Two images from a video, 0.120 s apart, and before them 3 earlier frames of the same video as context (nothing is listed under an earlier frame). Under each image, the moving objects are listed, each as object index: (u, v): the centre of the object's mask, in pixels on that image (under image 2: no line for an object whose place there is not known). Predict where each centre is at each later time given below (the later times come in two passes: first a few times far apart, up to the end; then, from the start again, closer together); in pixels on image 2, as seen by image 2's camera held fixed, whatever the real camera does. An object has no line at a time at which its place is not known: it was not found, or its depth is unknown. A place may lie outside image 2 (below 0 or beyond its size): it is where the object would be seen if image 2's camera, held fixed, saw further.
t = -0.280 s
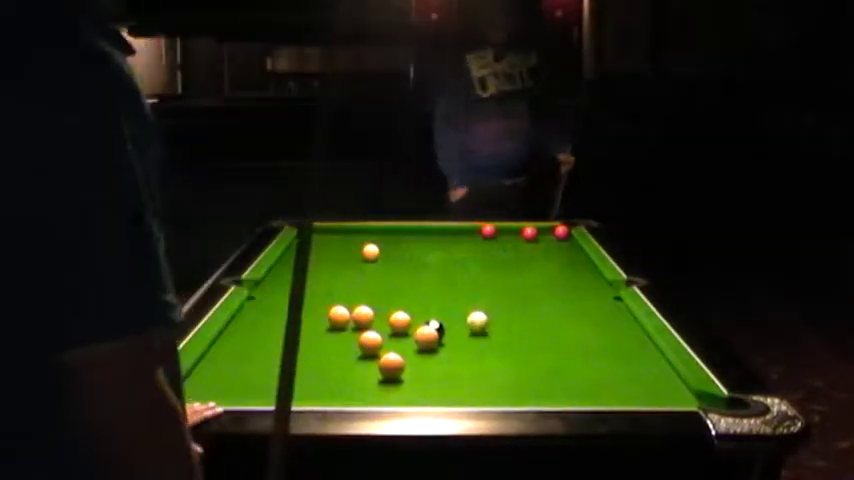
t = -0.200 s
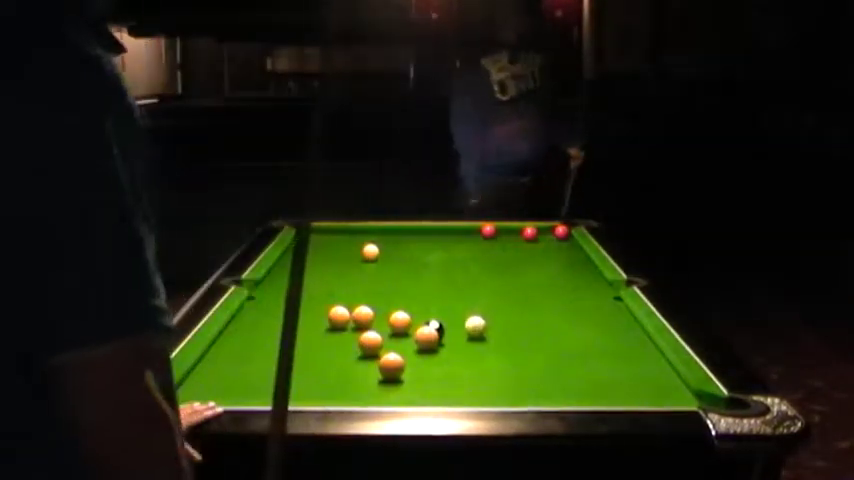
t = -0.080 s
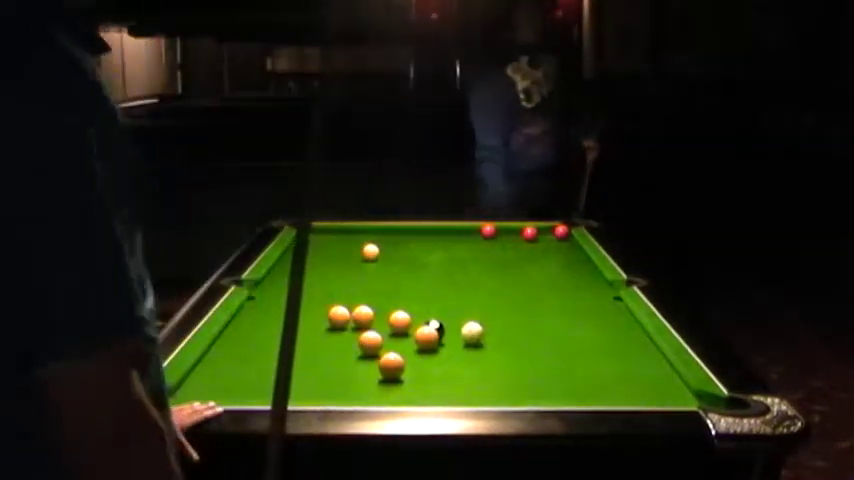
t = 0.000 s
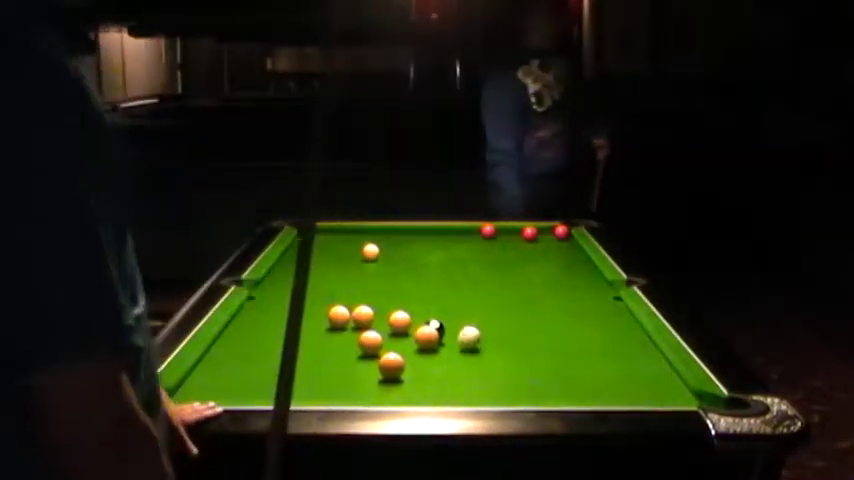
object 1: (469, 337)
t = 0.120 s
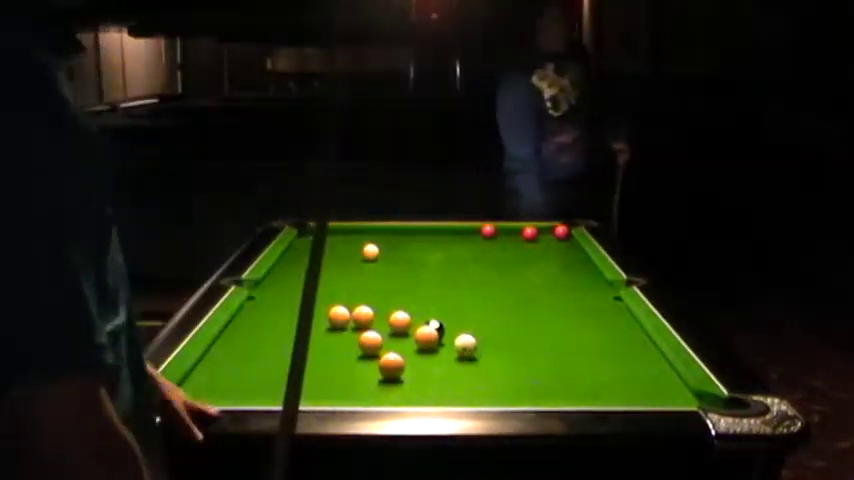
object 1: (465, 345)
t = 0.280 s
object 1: (460, 355)
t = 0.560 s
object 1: (451, 373)
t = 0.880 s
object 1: (439, 390)
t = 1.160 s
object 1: (430, 391)
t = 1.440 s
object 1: (426, 383)
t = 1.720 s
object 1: (421, 374)
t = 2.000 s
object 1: (418, 365)
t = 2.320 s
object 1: (416, 356)
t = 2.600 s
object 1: (414, 352)
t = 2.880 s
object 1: (413, 347)
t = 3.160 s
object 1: (412, 345)
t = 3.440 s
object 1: (412, 343)
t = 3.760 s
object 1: (412, 343)
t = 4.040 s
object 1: (412, 343)
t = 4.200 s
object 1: (412, 343)
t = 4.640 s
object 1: (412, 342)
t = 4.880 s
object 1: (412, 343)
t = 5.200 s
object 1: (412, 343)
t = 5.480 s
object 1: (412, 343)
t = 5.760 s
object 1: (412, 343)
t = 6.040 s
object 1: (412, 343)
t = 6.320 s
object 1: (412, 343)
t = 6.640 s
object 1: (412, 343)
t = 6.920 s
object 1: (412, 343)
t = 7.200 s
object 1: (412, 343)
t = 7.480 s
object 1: (412, 343)
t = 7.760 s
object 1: (412, 343)
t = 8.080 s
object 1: (412, 343)
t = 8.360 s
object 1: (412, 343)
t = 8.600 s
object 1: (412, 343)
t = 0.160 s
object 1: (465, 347)
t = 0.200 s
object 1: (463, 350)
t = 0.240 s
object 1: (461, 352)
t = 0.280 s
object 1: (460, 355)
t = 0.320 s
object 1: (459, 357)
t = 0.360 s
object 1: (458, 360)
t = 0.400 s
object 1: (456, 363)
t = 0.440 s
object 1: (455, 366)
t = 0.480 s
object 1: (453, 368)
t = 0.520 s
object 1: (452, 371)
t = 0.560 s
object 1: (451, 373)
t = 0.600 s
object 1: (449, 376)
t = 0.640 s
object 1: (448, 378)
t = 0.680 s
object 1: (446, 382)
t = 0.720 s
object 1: (444, 383)
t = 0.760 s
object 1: (443, 386)
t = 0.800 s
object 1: (441, 386)
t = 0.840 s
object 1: (440, 389)
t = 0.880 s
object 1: (439, 390)
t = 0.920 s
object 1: (437, 392)
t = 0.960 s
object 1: (436, 393)
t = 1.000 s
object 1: (434, 395)
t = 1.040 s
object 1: (433, 394)
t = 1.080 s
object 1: (432, 393)
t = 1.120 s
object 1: (431, 392)
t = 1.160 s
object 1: (430, 391)
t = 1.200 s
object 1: (429, 390)
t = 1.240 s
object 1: (428, 389)
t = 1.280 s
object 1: (428, 388)
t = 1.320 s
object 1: (427, 387)
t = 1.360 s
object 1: (427, 386)
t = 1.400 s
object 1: (426, 385)
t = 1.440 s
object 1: (426, 383)
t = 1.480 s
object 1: (425, 382)
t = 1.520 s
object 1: (424, 381)
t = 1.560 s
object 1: (423, 380)
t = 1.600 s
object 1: (422, 378)
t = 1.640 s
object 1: (422, 377)
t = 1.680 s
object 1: (422, 375)
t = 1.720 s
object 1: (421, 374)
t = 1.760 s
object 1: (421, 373)
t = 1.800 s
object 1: (420, 372)
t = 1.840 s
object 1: (419, 369)
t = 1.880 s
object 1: (419, 368)
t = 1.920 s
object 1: (418, 367)
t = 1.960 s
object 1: (418, 366)
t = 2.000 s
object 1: (418, 365)
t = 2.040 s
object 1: (418, 364)
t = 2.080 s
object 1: (417, 362)
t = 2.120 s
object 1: (417, 362)
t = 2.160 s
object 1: (417, 360)
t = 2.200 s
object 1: (417, 360)
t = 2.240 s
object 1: (416, 358)
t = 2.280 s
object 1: (416, 357)
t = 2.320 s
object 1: (416, 356)
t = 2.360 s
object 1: (415, 356)
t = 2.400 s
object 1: (415, 355)
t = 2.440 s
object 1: (415, 355)
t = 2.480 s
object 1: (415, 353)
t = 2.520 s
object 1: (414, 353)
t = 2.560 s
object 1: (414, 352)
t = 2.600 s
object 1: (414, 352)
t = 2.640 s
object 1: (413, 351)
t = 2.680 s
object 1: (413, 351)
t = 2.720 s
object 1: (413, 350)
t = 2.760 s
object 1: (413, 350)
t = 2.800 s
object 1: (413, 348)
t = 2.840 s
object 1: (413, 348)
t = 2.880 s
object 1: (413, 347)
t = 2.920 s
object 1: (412, 347)
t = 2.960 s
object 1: (412, 347)
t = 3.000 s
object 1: (412, 347)
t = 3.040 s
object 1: (412, 346)
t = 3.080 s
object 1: (412, 346)
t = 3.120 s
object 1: (412, 345)
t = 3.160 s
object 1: (412, 345)
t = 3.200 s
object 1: (412, 345)
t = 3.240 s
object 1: (412, 344)
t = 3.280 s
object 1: (412, 344)
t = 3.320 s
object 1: (412, 344)
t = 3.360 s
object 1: (412, 344)
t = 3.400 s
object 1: (412, 343)
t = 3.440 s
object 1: (412, 343)
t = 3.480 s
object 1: (412, 343)
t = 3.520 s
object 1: (412, 343)
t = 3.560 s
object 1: (412, 343)
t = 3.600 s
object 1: (412, 343)
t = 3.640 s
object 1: (412, 343)
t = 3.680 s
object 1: (412, 343)
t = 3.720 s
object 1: (412, 343)
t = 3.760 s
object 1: (412, 343)
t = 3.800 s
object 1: (412, 343)
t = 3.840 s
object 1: (412, 343)
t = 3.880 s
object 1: (406, 340)
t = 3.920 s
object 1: (412, 343)
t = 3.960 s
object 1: (412, 343)
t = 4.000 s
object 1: (412, 343)
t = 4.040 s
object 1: (412, 343)
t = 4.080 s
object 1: (412, 343)
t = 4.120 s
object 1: (412, 343)
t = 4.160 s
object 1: (412, 343)
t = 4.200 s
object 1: (412, 343)
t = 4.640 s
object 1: (412, 342)
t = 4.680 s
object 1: (412, 342)
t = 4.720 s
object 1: (412, 343)
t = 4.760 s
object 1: (412, 342)
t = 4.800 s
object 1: (412, 342)
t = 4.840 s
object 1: (412, 343)
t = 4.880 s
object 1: (412, 343)
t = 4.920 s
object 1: (412, 343)
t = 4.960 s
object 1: (412, 343)
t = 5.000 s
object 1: (412, 343)
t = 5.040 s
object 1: (412, 343)
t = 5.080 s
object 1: (412, 343)
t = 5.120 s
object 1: (412, 343)
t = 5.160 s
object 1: (412, 343)
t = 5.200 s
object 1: (412, 343)
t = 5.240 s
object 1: (412, 343)
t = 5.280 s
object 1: (412, 343)
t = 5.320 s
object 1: (412, 343)
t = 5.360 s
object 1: (412, 343)
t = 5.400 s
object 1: (412, 343)
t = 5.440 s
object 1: (412, 343)
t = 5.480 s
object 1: (412, 343)
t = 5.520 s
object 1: (412, 343)
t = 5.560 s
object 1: (412, 343)
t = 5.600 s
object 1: (412, 343)
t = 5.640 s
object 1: (412, 343)
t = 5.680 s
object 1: (412, 343)
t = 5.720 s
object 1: (412, 343)
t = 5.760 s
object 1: (412, 343)
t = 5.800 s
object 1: (412, 343)
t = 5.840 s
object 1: (412, 343)
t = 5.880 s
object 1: (412, 343)
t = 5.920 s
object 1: (412, 343)
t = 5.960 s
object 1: (412, 343)
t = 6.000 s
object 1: (412, 343)
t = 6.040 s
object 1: (412, 343)
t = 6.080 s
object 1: (412, 343)
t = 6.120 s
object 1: (412, 343)
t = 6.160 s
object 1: (412, 343)
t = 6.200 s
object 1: (412, 343)
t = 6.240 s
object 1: (412, 343)
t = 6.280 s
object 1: (412, 343)
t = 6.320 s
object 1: (412, 343)
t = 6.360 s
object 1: (412, 343)
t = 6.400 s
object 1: (412, 343)
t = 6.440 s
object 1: (412, 343)
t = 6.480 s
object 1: (412, 343)
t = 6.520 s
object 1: (412, 343)
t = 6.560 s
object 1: (412, 343)
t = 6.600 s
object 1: (412, 343)
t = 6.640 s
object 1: (412, 343)
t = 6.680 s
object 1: (412, 343)
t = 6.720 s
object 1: (412, 343)
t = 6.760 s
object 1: (412, 343)
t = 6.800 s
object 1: (412, 343)
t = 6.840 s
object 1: (412, 343)
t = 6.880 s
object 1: (412, 343)
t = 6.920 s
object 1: (412, 343)
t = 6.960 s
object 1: (412, 343)
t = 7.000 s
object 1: (412, 343)
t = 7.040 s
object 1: (412, 343)
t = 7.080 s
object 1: (412, 343)
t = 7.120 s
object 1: (412, 343)
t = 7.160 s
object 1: (412, 343)
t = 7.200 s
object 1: (412, 343)
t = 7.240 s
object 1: (412, 343)
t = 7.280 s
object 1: (412, 343)
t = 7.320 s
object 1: (412, 343)
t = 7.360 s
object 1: (412, 343)
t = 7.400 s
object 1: (412, 343)
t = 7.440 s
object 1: (412, 343)
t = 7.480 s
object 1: (412, 343)
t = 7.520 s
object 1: (412, 343)
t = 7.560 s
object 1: (412, 343)
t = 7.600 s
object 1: (412, 343)
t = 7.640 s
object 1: (412, 343)
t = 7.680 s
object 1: (412, 343)
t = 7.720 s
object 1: (412, 343)
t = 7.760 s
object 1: (412, 343)
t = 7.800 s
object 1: (412, 343)
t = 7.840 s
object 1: (412, 343)
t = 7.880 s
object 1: (412, 343)
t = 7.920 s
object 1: (412, 343)
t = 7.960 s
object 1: (412, 343)
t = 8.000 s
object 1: (412, 343)
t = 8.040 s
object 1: (412, 343)
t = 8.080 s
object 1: (412, 343)
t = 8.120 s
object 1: (412, 343)
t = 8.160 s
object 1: (412, 343)
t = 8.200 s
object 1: (412, 343)
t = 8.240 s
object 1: (412, 343)
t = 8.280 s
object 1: (412, 343)
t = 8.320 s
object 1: (412, 343)
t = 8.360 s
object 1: (412, 343)
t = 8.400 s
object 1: (412, 343)
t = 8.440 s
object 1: (412, 343)
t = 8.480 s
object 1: (412, 343)
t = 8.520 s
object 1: (412, 343)
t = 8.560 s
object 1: (412, 343)
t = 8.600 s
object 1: (412, 343)
